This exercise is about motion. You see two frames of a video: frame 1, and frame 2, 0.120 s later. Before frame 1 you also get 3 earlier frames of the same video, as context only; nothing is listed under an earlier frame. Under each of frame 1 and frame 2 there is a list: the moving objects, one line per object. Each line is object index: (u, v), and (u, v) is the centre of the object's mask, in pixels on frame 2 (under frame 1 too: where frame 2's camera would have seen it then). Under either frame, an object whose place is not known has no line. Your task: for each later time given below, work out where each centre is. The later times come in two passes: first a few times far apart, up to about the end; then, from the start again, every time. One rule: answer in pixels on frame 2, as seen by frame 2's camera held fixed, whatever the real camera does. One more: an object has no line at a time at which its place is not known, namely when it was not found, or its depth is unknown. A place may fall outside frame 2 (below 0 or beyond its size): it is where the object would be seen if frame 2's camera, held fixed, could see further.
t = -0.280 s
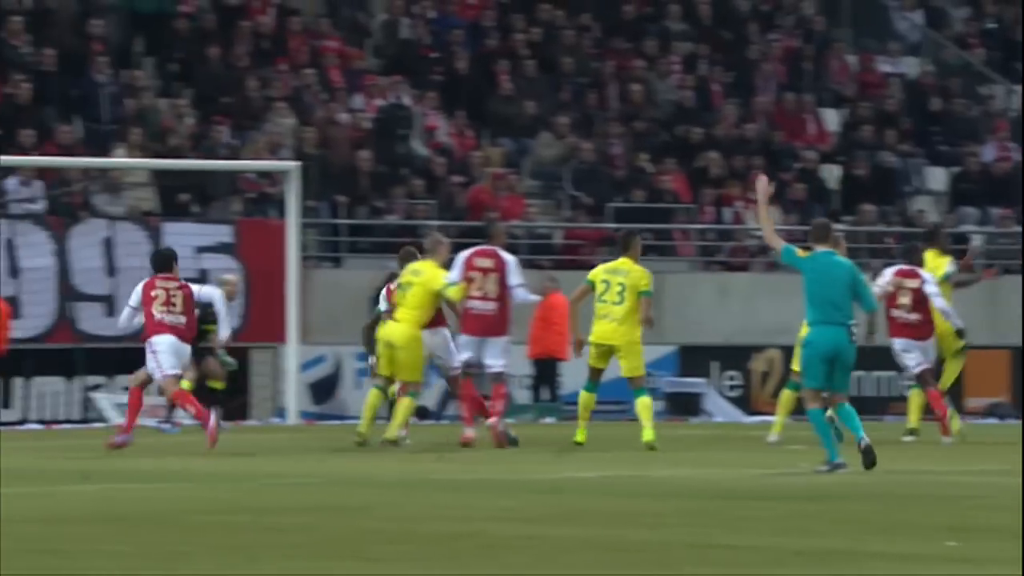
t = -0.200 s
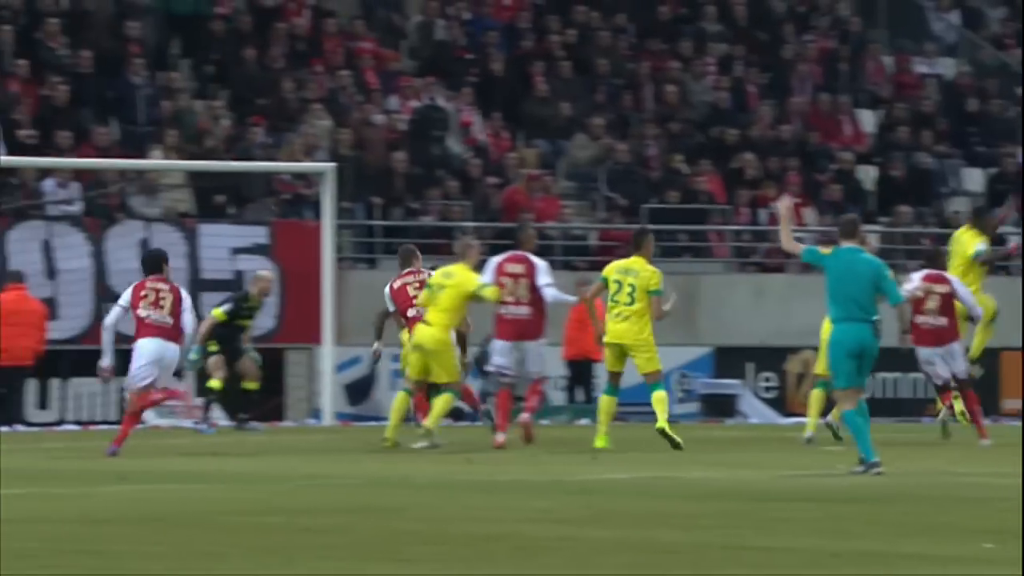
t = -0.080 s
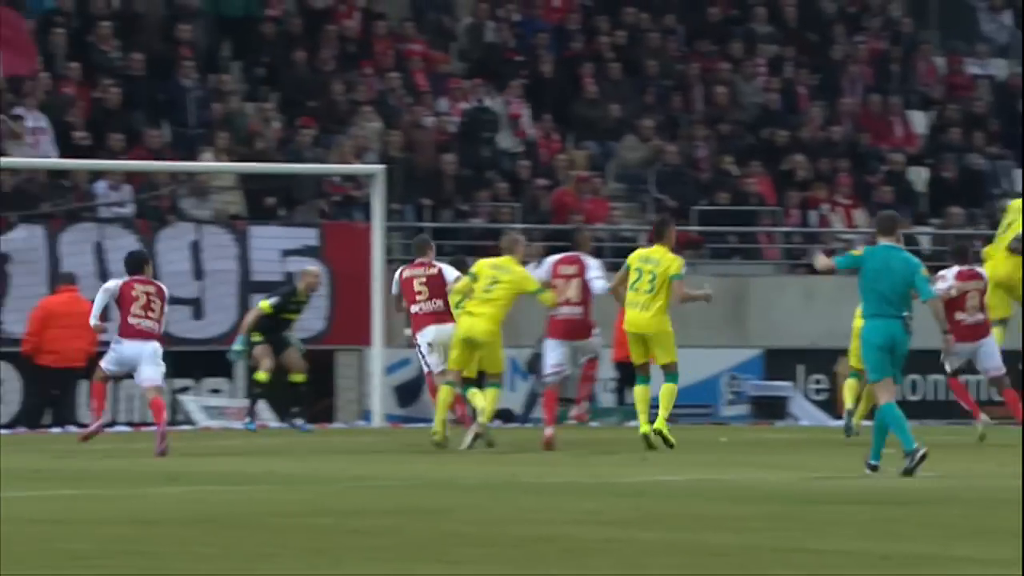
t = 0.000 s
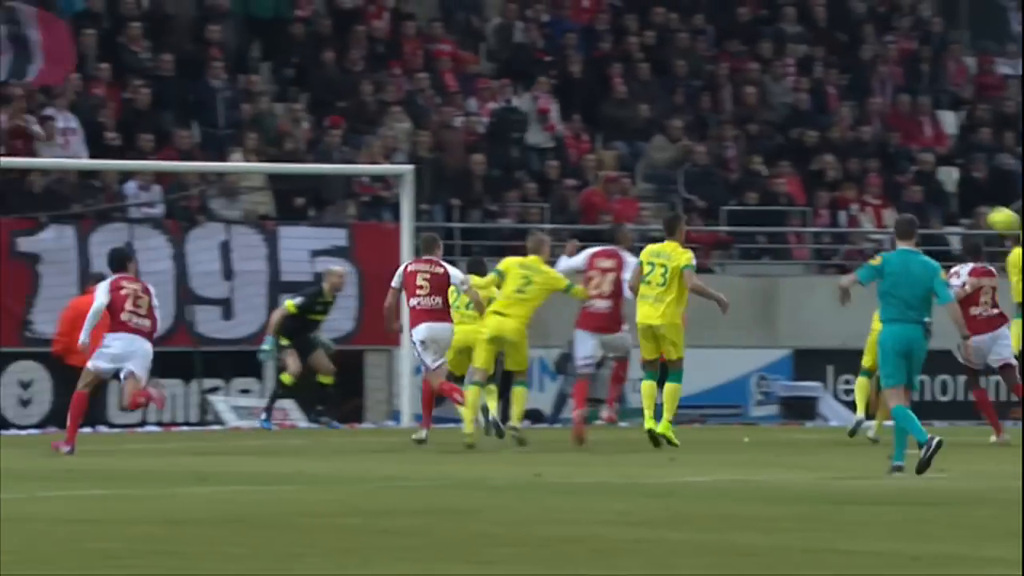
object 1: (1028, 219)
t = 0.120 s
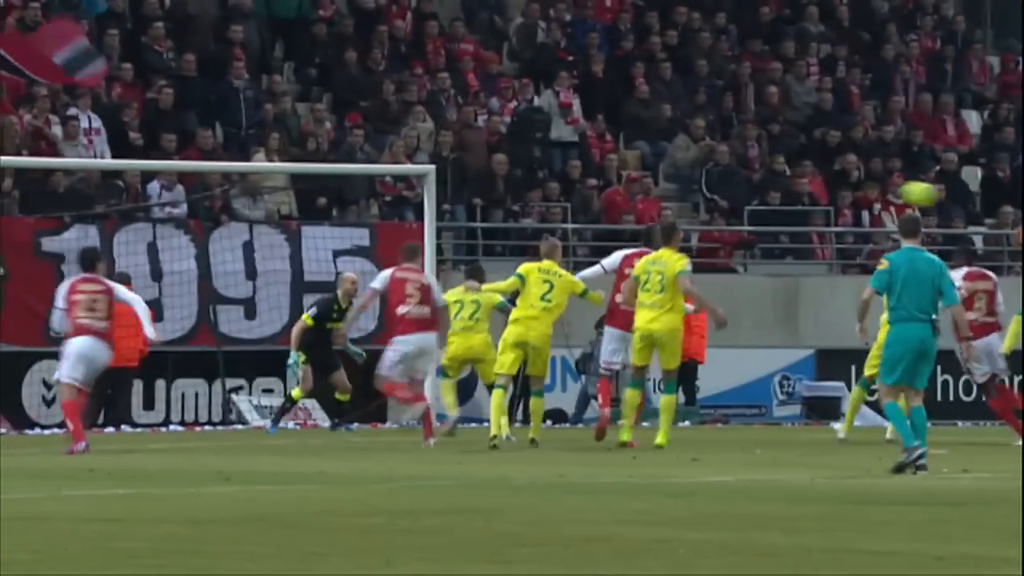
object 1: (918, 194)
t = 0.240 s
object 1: (814, 184)
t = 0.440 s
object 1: (648, 206)
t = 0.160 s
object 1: (884, 189)
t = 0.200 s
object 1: (849, 185)
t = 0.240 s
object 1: (814, 184)
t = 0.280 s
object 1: (780, 185)
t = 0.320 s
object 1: (747, 188)
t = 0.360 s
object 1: (714, 192)
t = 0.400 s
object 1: (682, 198)
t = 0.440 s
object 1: (648, 206)
